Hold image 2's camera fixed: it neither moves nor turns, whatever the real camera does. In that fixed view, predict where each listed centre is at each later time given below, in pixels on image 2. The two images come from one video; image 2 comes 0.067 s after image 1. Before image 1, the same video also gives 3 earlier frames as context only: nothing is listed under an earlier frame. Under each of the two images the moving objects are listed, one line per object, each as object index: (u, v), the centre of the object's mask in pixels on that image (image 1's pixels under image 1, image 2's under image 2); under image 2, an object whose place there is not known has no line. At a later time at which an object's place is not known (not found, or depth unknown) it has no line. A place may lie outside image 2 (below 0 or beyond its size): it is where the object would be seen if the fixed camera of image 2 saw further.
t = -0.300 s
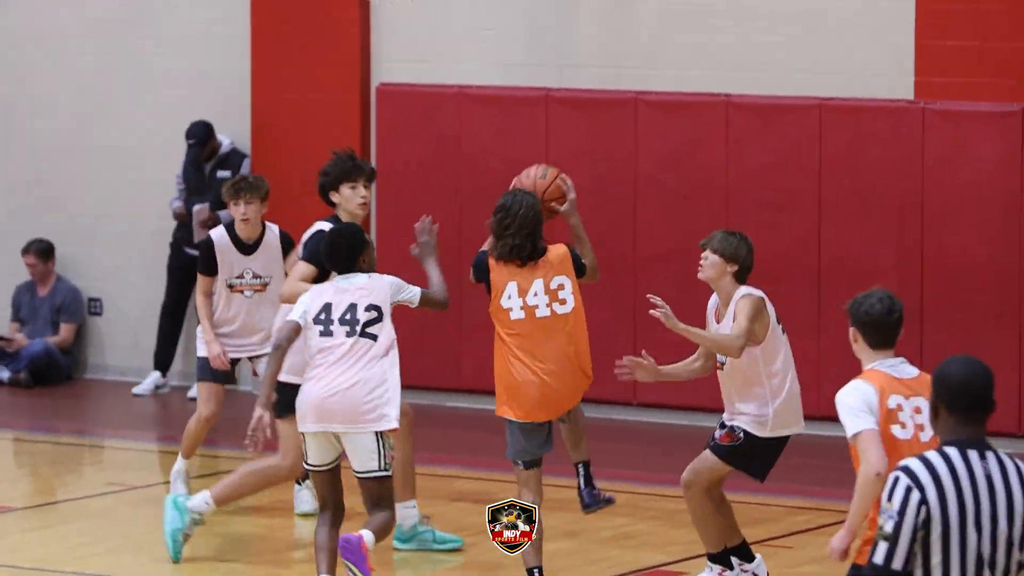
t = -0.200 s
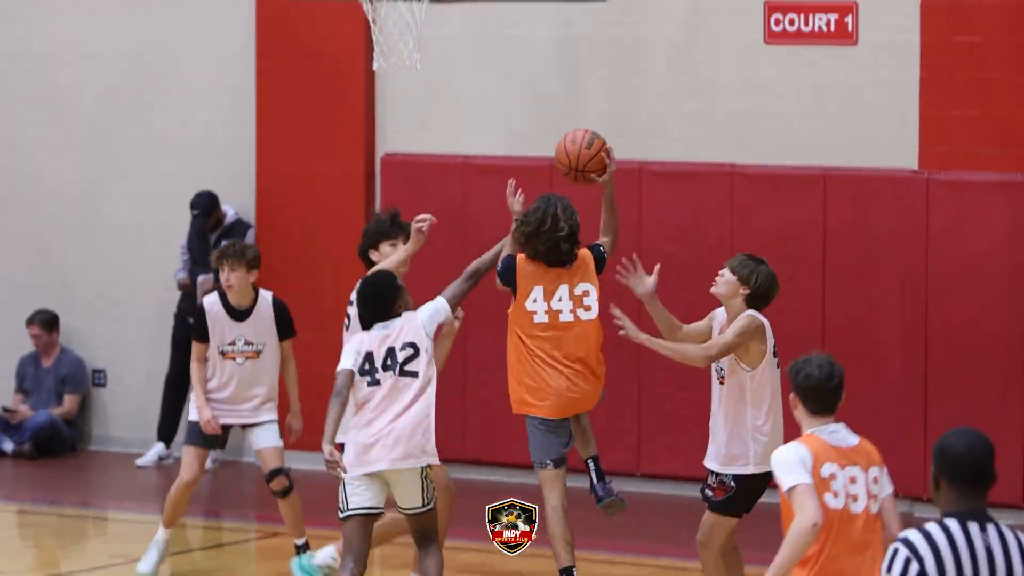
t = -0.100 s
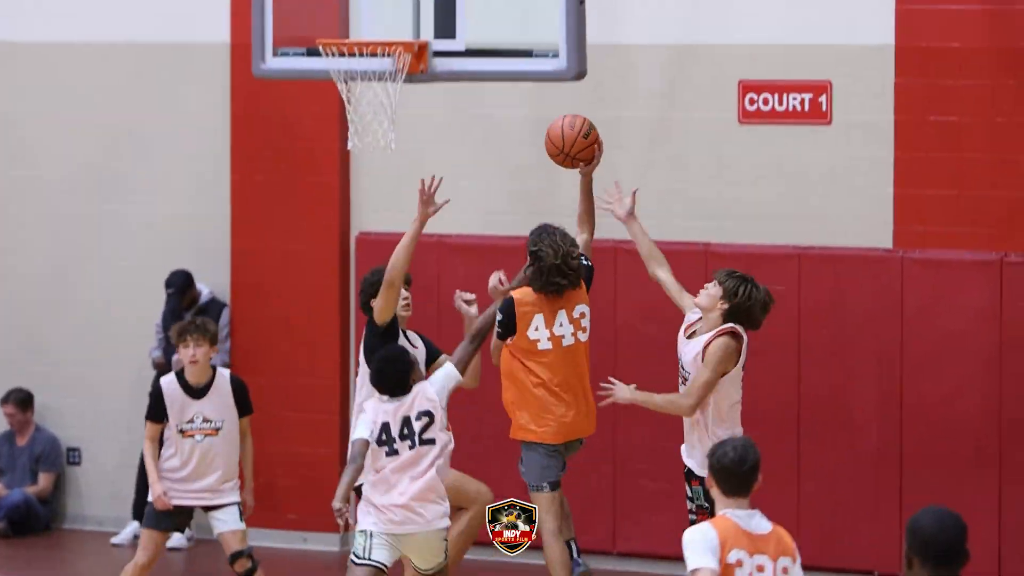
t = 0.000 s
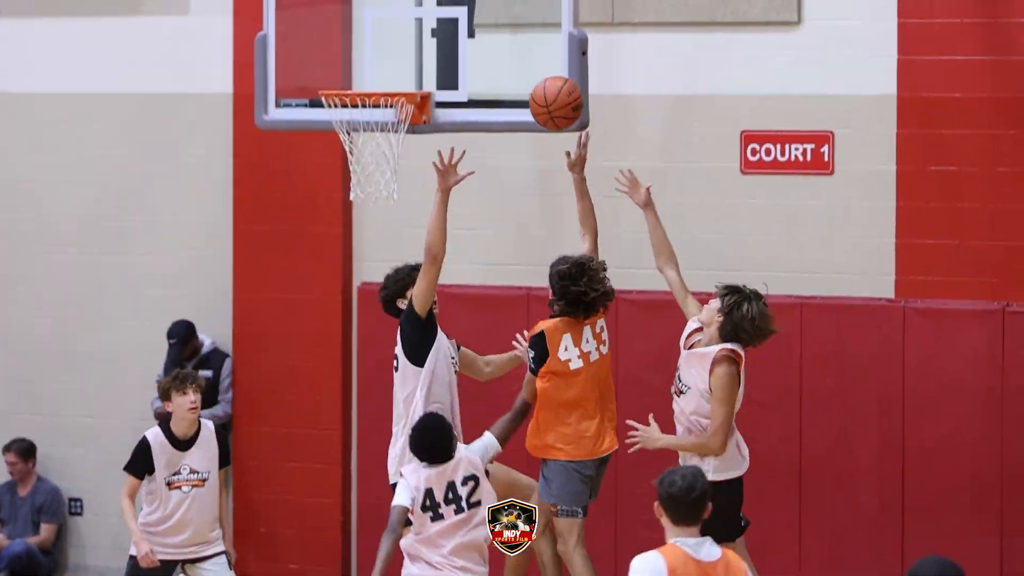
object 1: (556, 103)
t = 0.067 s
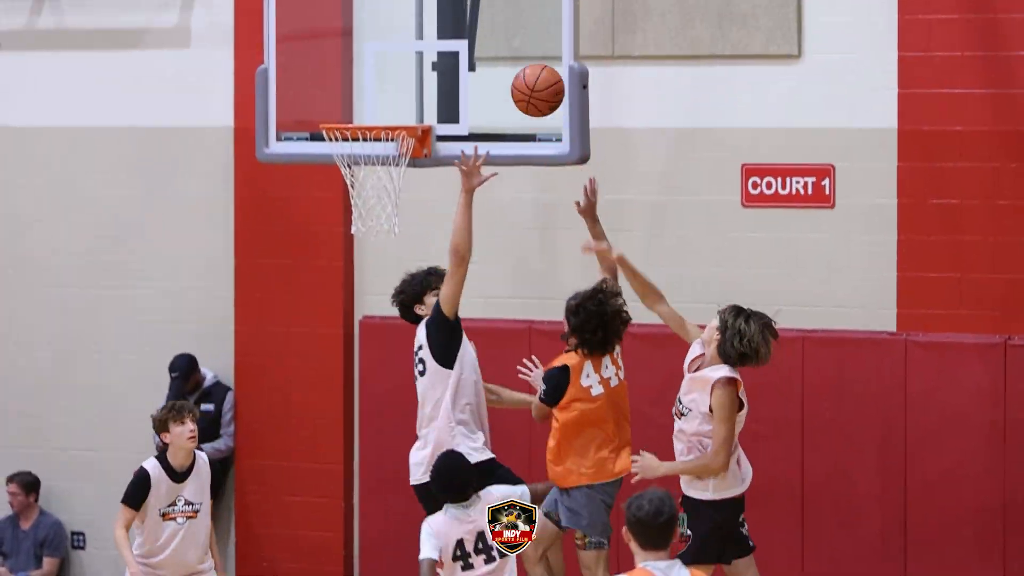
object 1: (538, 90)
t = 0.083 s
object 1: (533, 80)
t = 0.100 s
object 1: (529, 71)
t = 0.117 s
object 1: (524, 63)
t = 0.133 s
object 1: (519, 55)
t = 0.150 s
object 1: (514, 48)
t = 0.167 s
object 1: (509, 41)
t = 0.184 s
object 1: (505, 35)
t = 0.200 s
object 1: (500, 30)
